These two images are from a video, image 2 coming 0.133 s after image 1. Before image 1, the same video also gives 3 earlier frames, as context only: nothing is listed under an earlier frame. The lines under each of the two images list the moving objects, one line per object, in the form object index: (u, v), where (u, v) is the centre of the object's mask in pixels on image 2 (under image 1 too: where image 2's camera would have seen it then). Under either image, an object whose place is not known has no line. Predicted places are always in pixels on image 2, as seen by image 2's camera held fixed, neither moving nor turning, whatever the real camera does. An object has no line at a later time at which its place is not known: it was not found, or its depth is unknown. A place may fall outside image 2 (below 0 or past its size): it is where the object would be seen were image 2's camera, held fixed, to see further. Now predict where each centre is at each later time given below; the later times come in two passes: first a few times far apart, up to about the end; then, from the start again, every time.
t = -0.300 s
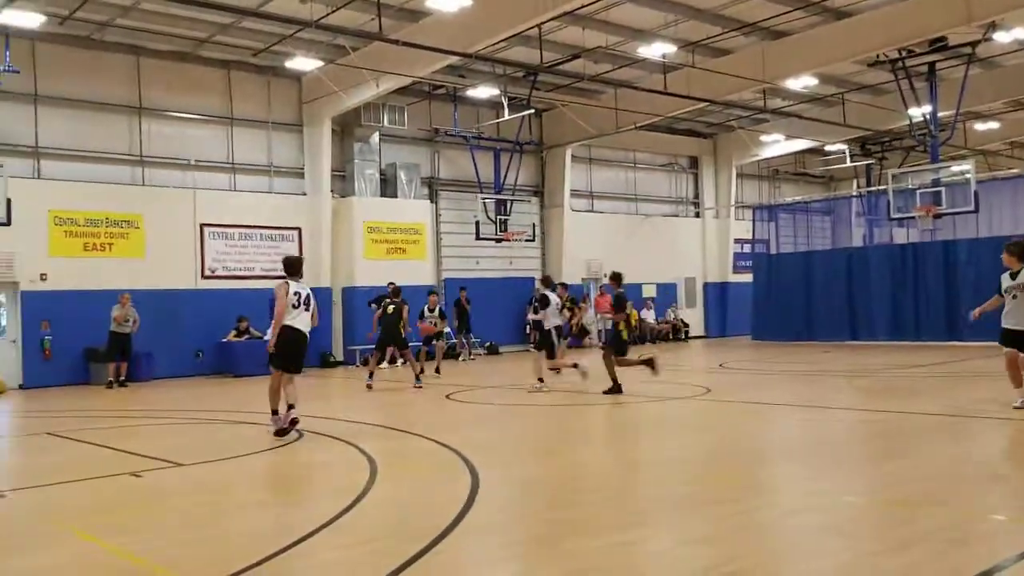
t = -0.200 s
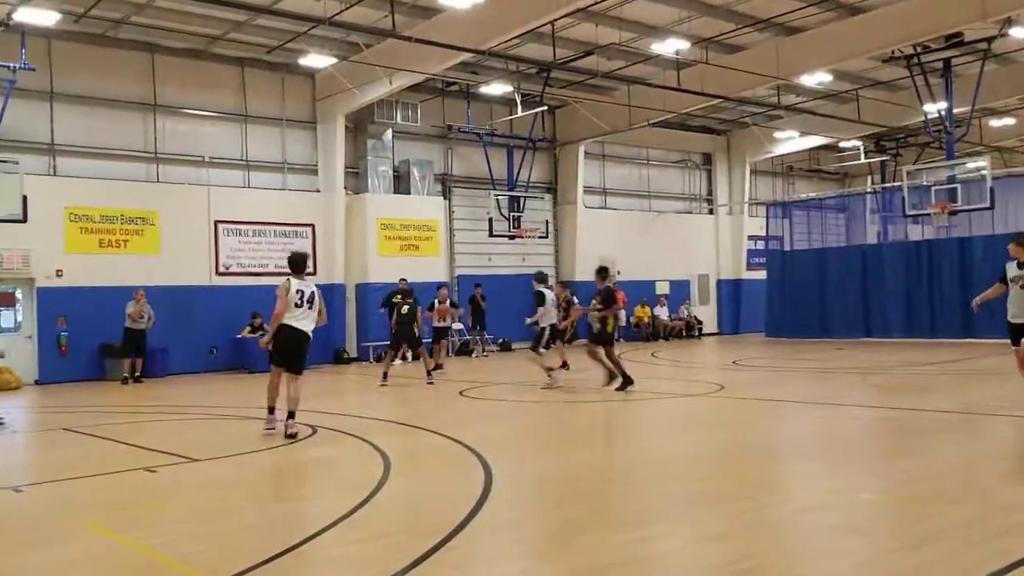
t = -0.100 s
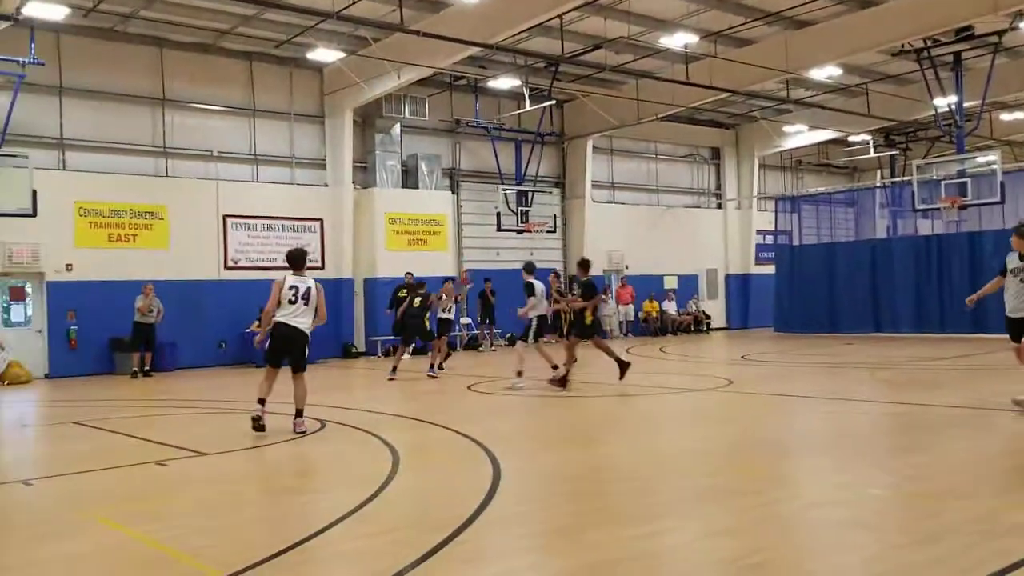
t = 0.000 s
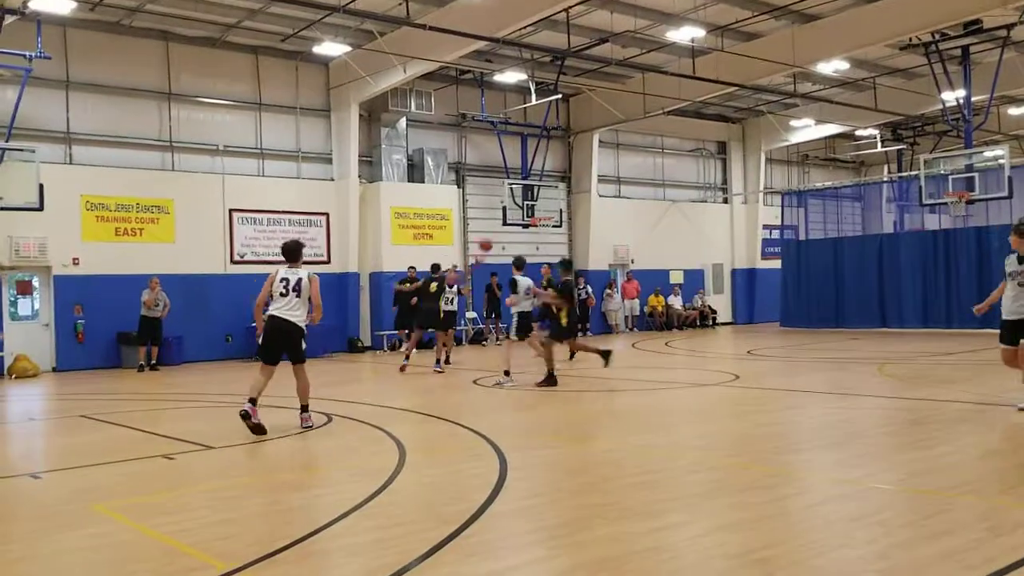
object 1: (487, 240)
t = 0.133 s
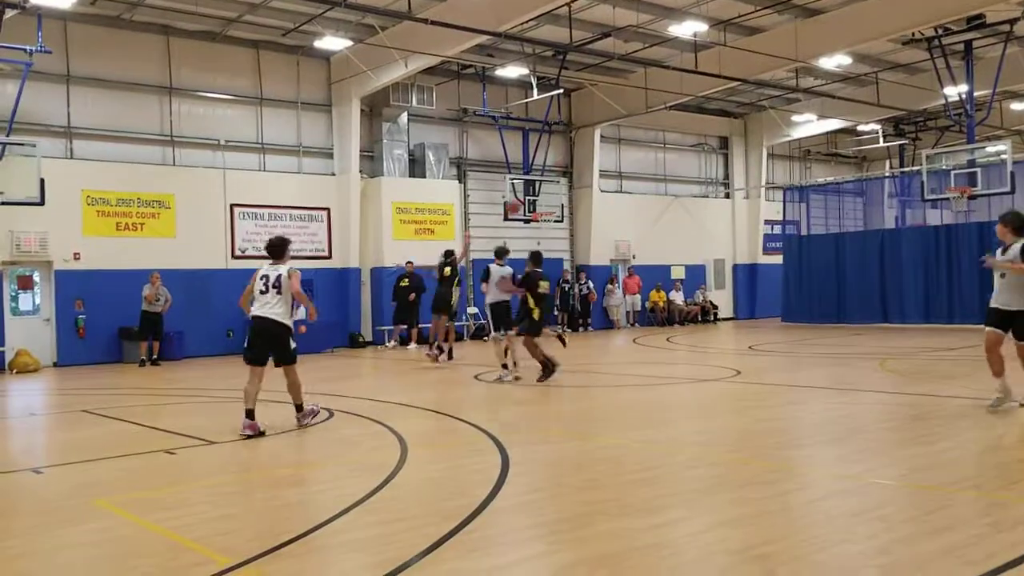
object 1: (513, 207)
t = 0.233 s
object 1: (535, 185)
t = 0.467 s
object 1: (607, 149)
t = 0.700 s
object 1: (709, 149)
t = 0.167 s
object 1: (520, 198)
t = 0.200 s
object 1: (529, 189)
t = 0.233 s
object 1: (535, 185)
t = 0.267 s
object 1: (544, 177)
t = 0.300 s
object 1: (554, 172)
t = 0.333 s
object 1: (563, 166)
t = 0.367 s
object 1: (572, 160)
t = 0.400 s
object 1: (582, 156)
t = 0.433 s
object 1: (594, 153)
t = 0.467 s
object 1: (607, 149)
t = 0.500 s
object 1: (619, 147)
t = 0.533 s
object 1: (631, 144)
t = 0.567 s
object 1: (646, 144)
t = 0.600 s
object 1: (660, 144)
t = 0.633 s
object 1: (676, 144)
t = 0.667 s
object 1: (693, 147)
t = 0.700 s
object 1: (709, 149)
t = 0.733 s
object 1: (726, 154)
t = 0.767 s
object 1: (746, 162)
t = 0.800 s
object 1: (768, 168)
